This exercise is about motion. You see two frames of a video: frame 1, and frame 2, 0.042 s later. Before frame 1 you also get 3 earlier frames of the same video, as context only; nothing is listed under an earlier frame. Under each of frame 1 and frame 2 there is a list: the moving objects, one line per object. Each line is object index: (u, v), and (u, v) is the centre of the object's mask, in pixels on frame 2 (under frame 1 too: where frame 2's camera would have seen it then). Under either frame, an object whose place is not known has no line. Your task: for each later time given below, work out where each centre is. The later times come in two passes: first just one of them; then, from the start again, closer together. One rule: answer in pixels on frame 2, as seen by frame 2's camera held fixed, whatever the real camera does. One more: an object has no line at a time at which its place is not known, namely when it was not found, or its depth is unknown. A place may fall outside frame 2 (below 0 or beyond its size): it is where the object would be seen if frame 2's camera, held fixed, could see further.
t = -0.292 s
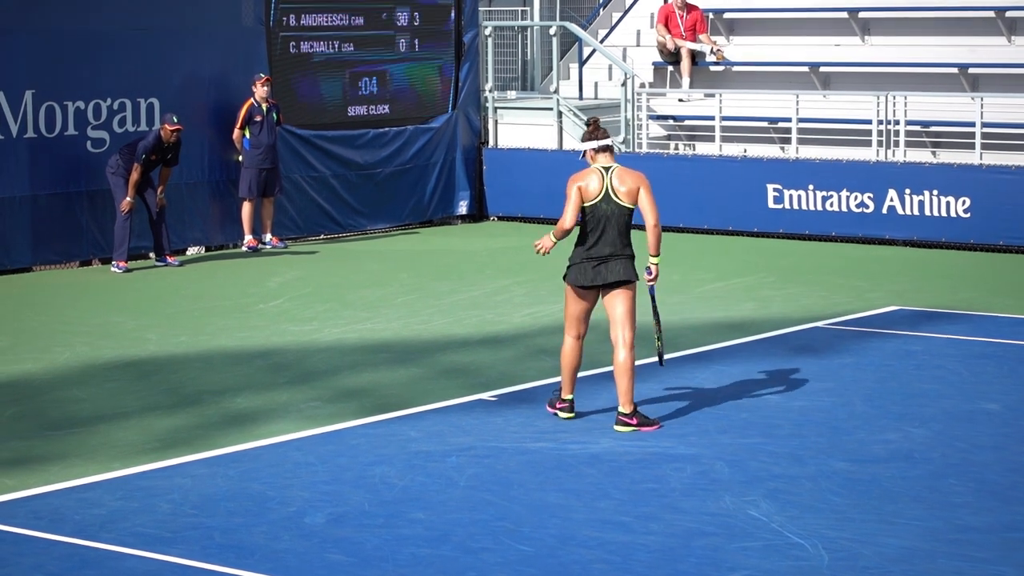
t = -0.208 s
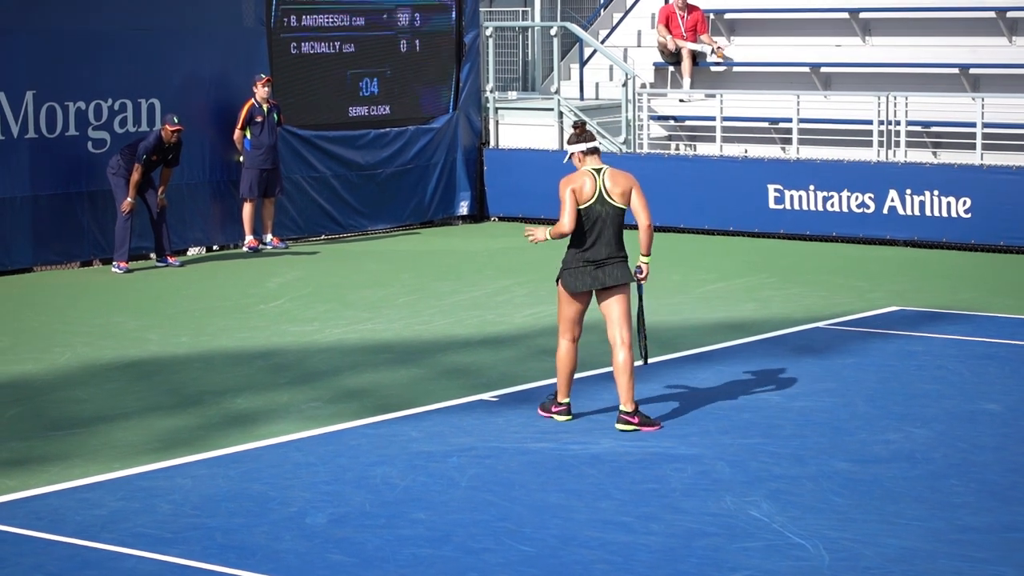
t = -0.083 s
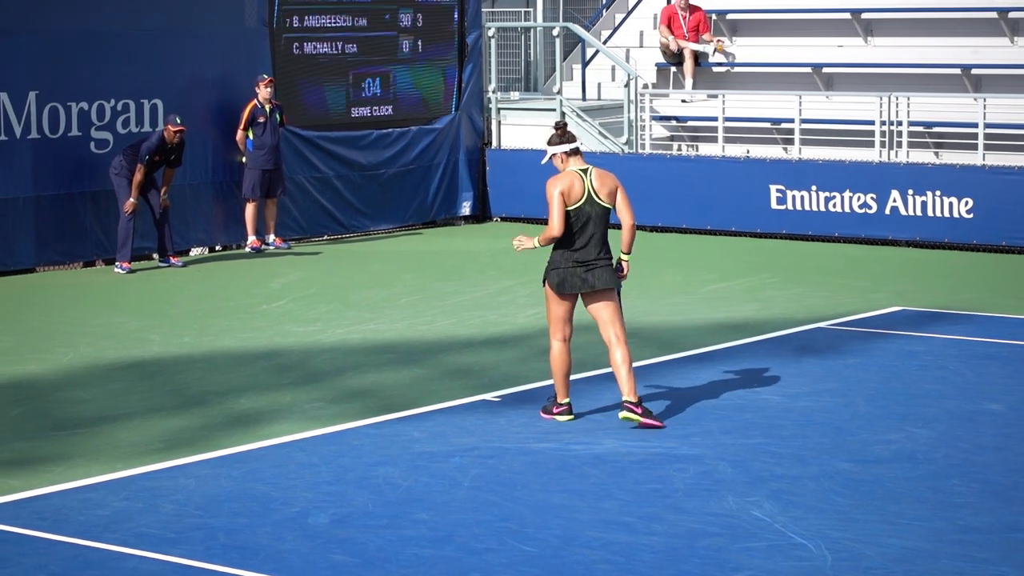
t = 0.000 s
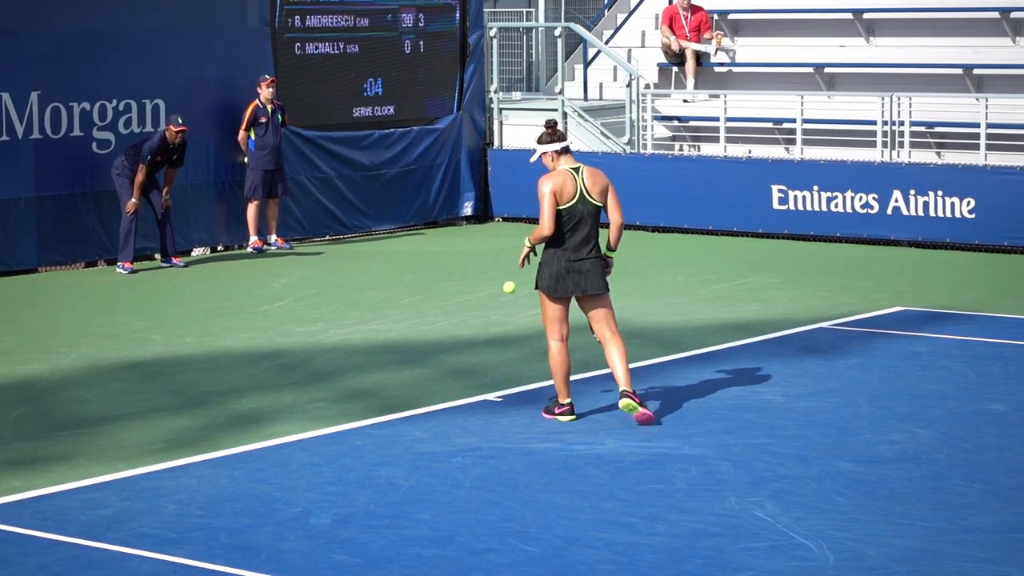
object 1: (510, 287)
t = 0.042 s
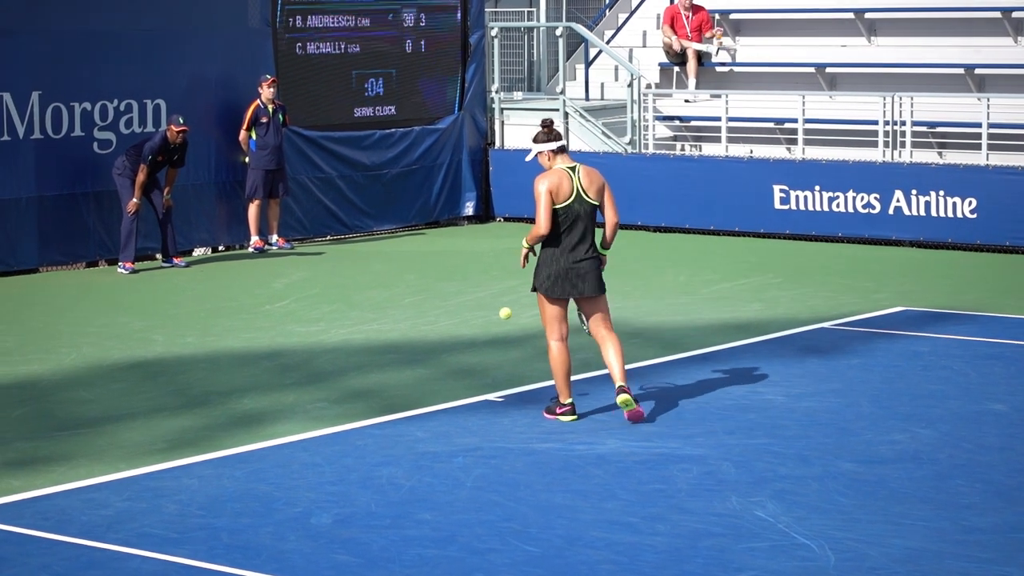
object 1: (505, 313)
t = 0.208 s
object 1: (487, 350)
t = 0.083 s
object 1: (500, 341)
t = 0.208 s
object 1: (487, 350)
